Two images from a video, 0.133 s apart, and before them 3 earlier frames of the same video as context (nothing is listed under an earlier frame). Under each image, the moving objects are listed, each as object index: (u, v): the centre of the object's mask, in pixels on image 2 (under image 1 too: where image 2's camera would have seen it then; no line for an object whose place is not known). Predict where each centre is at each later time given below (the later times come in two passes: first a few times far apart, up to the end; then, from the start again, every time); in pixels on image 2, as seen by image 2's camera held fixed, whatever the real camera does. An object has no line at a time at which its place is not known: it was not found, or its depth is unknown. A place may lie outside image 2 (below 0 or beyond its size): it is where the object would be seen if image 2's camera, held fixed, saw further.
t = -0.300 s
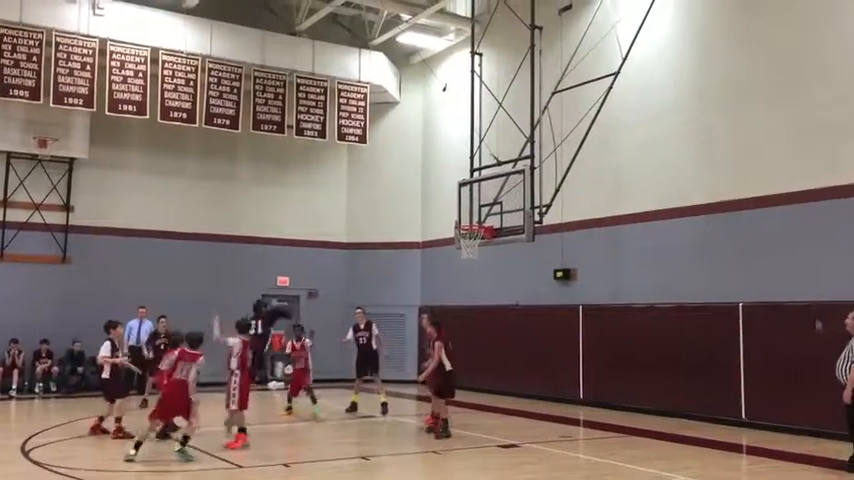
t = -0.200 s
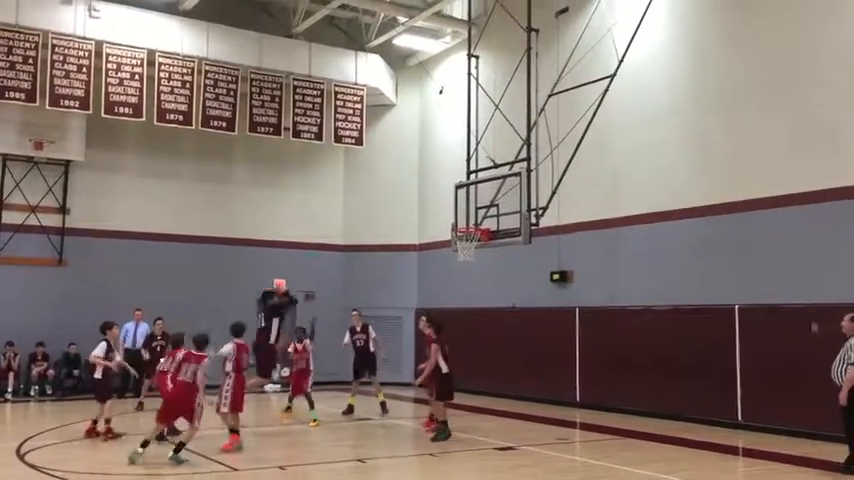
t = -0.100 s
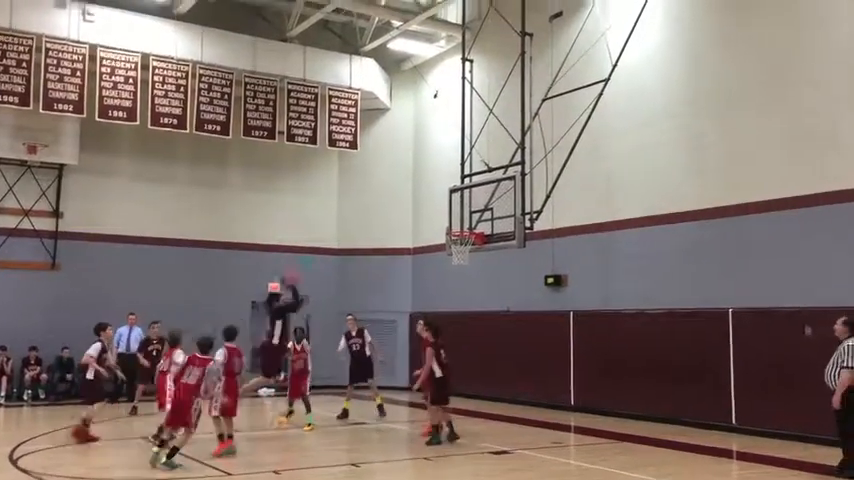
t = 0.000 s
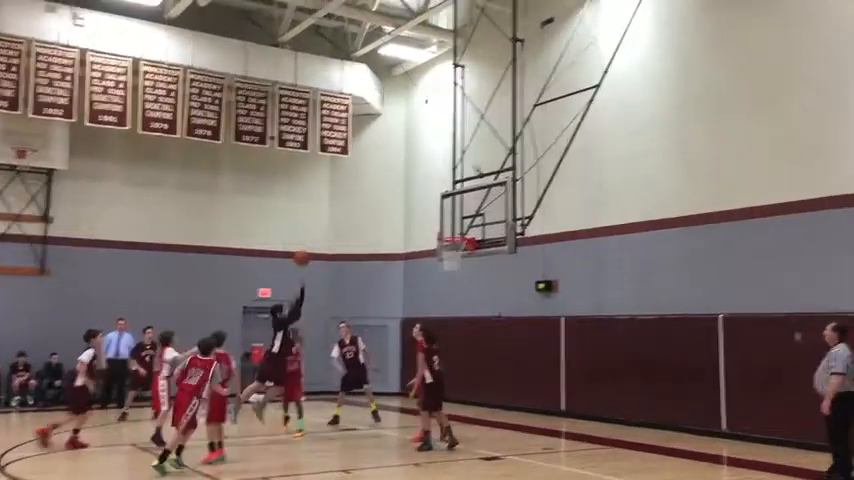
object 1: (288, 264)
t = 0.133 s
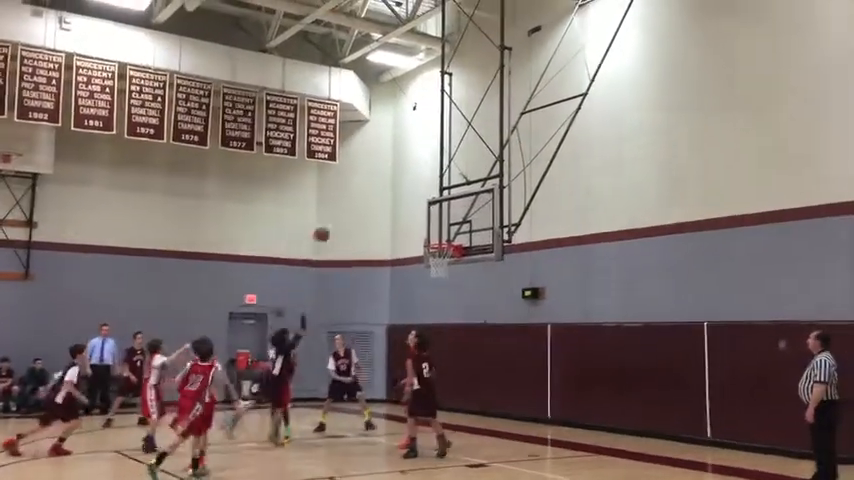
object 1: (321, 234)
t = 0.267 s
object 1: (352, 217)
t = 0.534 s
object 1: (411, 217)
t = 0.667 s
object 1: (438, 233)
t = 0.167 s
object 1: (328, 229)
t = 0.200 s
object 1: (337, 224)
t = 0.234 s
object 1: (345, 220)
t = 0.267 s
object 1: (352, 217)
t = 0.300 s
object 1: (360, 215)
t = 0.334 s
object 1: (368, 213)
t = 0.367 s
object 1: (375, 212)
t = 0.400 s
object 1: (383, 212)
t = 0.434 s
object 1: (390, 212)
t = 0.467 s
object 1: (397, 213)
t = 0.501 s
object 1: (404, 215)
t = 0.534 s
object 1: (411, 217)
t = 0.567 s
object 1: (418, 220)
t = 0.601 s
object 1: (425, 224)
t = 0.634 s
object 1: (430, 228)
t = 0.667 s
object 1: (438, 233)
